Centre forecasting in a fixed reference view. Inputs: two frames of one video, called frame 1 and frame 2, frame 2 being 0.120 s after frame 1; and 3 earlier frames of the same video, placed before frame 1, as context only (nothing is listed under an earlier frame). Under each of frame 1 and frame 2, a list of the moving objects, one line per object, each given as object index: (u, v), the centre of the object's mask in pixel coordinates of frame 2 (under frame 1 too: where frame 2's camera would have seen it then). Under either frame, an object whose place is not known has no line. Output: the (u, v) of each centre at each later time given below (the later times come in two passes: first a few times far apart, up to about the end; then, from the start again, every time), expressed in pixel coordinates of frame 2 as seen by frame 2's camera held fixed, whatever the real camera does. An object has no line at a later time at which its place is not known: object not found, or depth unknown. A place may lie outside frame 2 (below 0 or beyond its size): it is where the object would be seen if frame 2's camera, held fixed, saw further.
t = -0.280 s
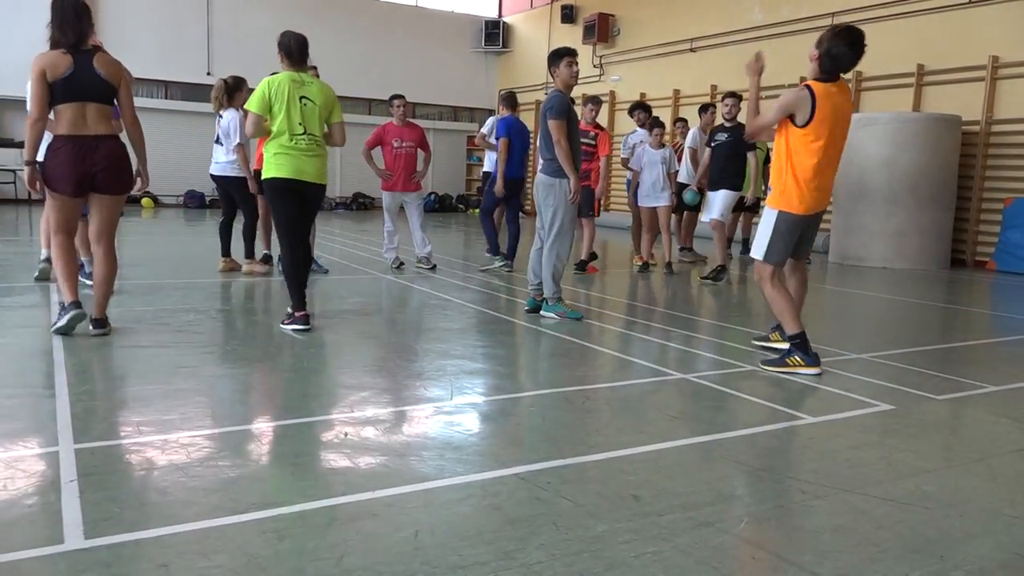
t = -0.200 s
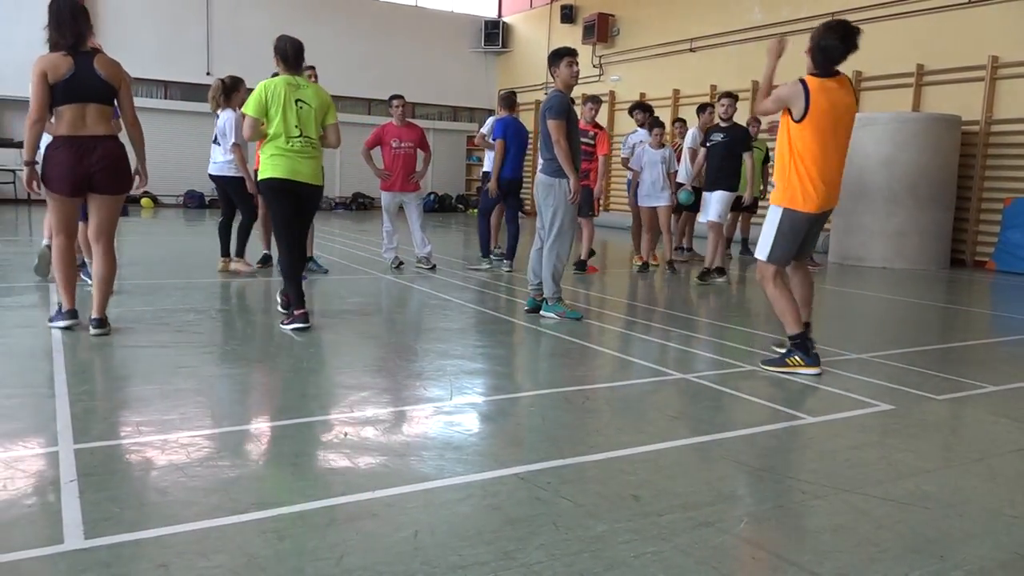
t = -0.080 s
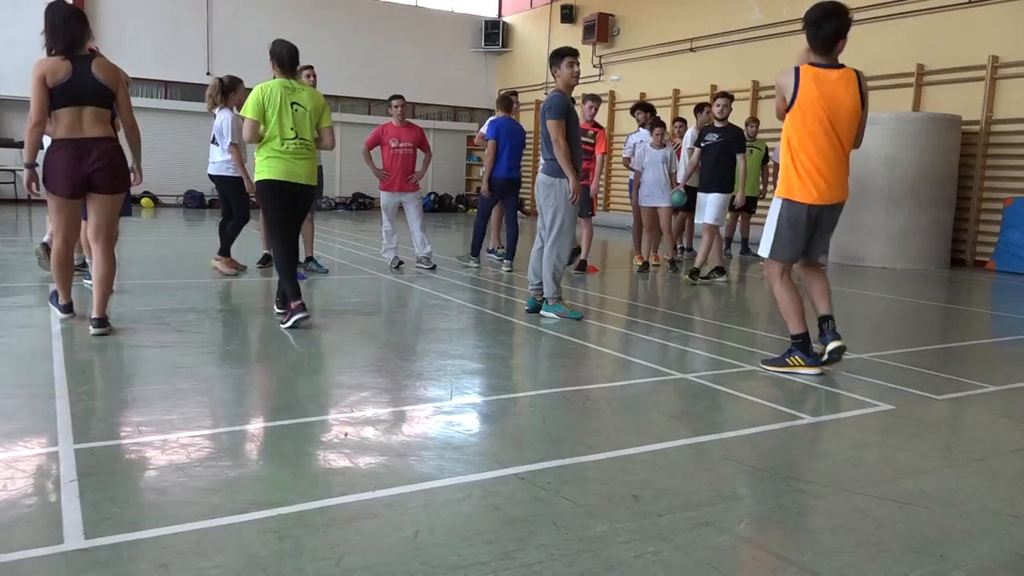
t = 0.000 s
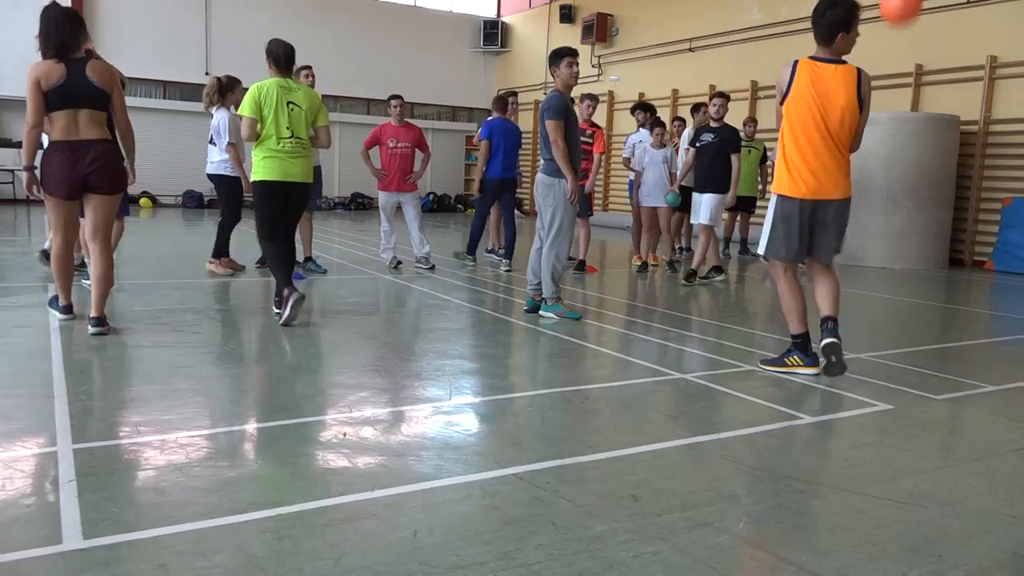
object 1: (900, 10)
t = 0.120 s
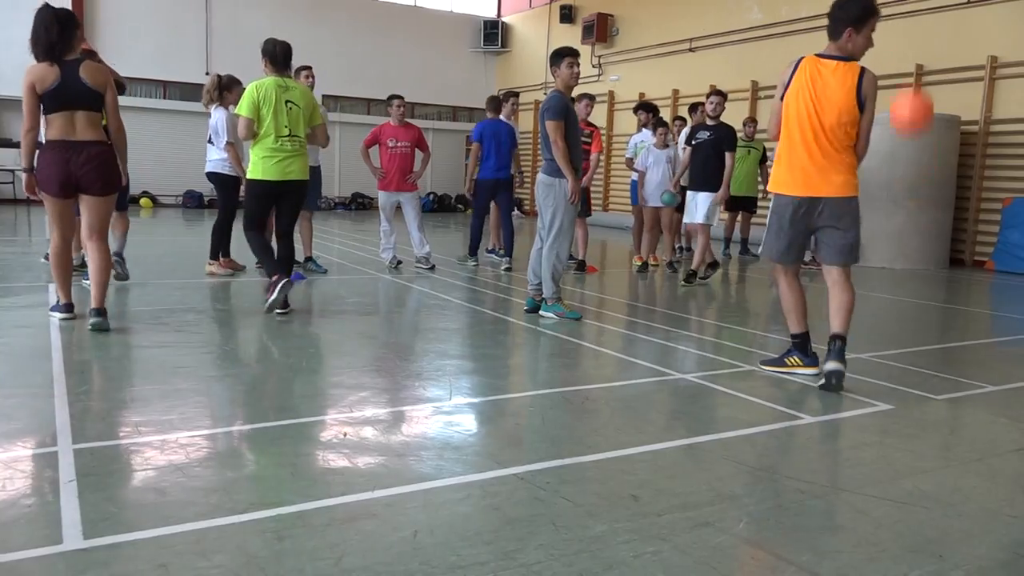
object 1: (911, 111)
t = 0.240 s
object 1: (918, 257)
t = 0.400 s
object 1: (931, 348)
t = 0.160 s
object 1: (914, 156)
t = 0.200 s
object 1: (916, 204)
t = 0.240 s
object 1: (918, 257)
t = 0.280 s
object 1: (920, 314)
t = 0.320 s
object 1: (920, 377)
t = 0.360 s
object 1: (923, 388)
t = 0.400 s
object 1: (931, 348)
